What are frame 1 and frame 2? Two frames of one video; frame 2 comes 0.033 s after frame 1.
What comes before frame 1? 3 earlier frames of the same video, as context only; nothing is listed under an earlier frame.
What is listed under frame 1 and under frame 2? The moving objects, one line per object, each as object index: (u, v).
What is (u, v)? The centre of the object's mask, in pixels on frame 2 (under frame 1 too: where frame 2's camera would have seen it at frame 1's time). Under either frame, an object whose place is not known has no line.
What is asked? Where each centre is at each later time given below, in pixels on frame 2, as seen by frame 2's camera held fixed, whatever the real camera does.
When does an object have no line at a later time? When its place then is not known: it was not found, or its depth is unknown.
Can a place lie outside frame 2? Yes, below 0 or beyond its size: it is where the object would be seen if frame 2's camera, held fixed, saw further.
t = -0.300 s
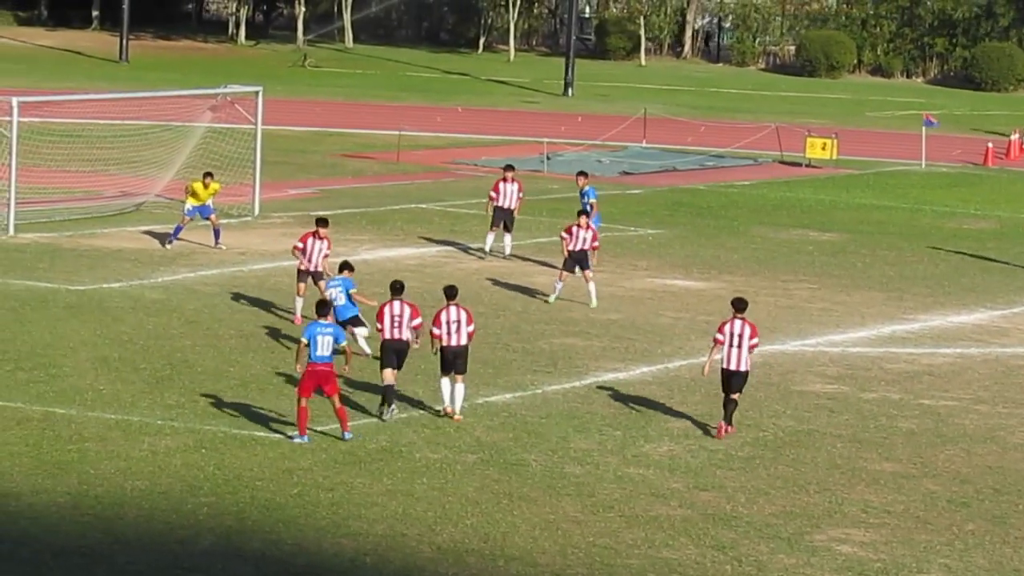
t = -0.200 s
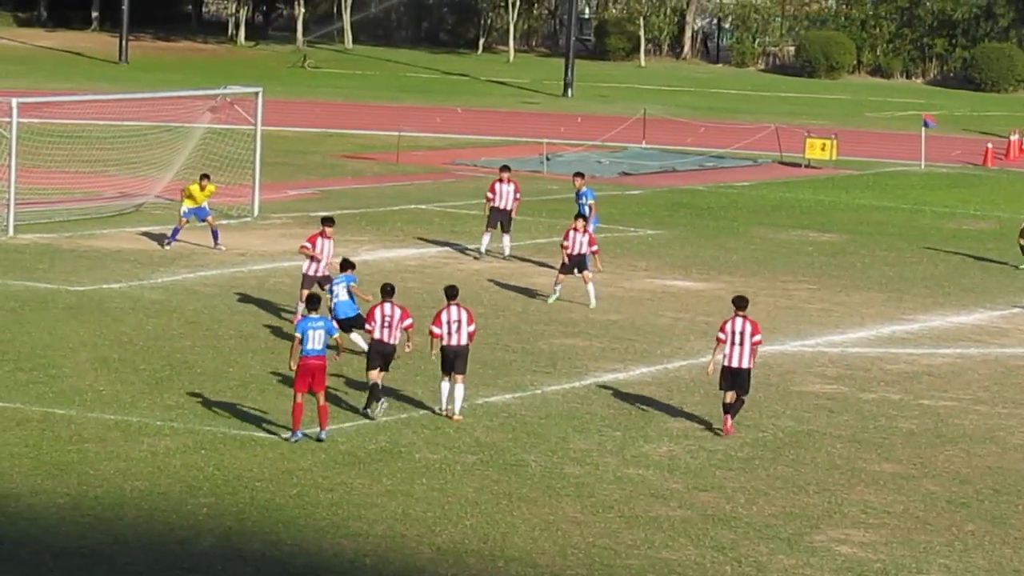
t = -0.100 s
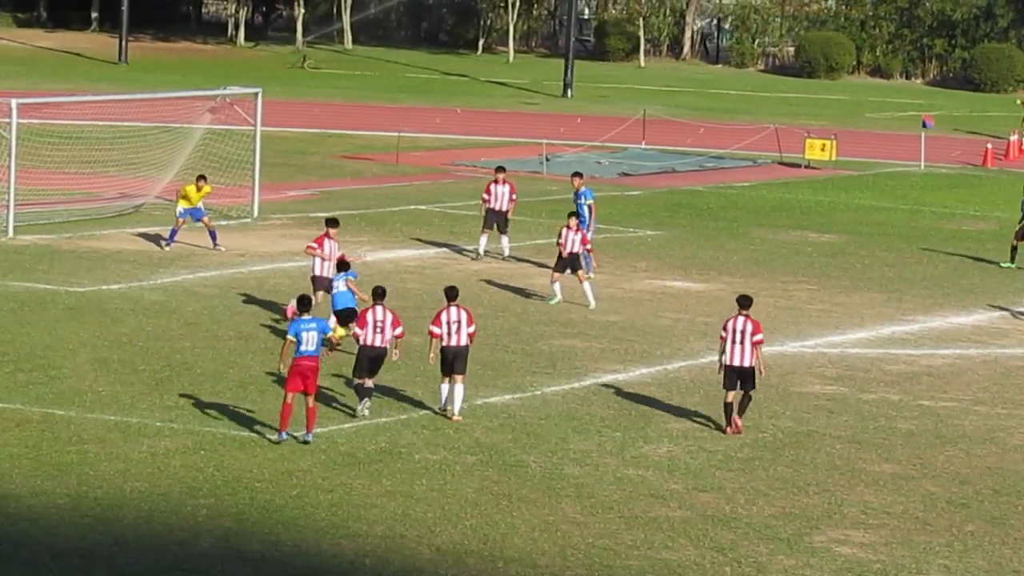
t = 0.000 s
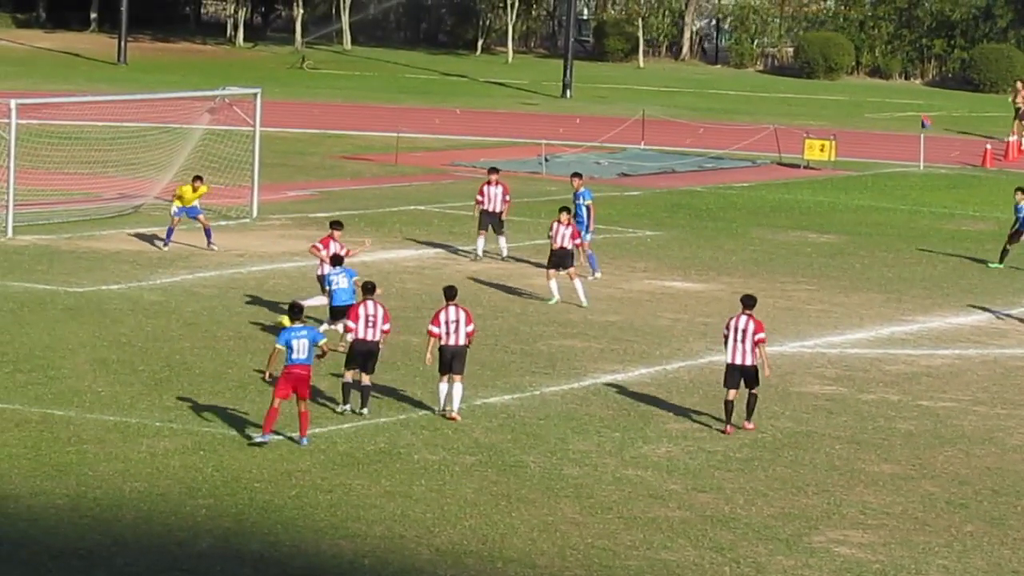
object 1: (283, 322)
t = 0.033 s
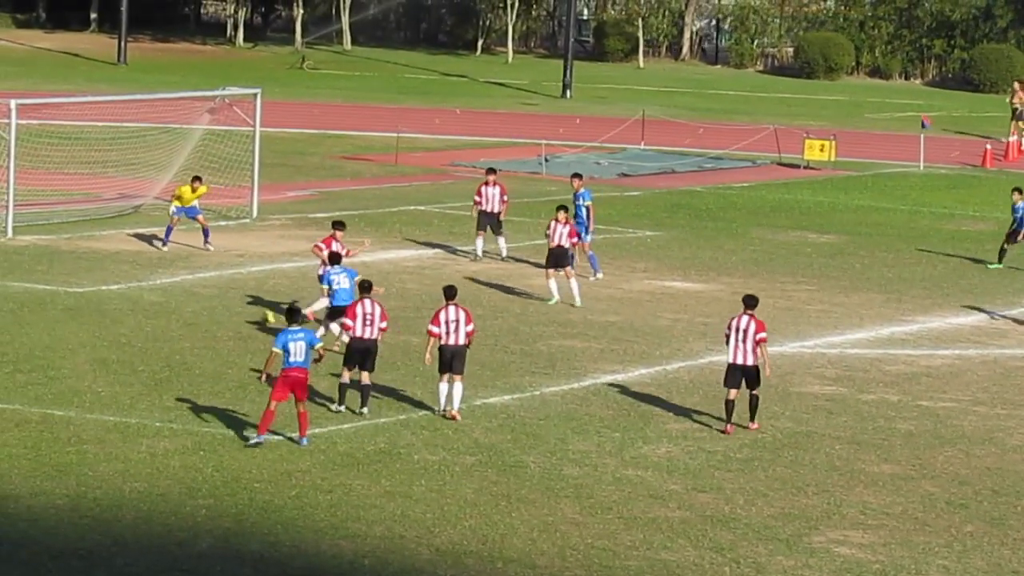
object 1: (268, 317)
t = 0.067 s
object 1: (253, 311)
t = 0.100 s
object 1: (239, 304)
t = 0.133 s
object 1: (225, 298)
